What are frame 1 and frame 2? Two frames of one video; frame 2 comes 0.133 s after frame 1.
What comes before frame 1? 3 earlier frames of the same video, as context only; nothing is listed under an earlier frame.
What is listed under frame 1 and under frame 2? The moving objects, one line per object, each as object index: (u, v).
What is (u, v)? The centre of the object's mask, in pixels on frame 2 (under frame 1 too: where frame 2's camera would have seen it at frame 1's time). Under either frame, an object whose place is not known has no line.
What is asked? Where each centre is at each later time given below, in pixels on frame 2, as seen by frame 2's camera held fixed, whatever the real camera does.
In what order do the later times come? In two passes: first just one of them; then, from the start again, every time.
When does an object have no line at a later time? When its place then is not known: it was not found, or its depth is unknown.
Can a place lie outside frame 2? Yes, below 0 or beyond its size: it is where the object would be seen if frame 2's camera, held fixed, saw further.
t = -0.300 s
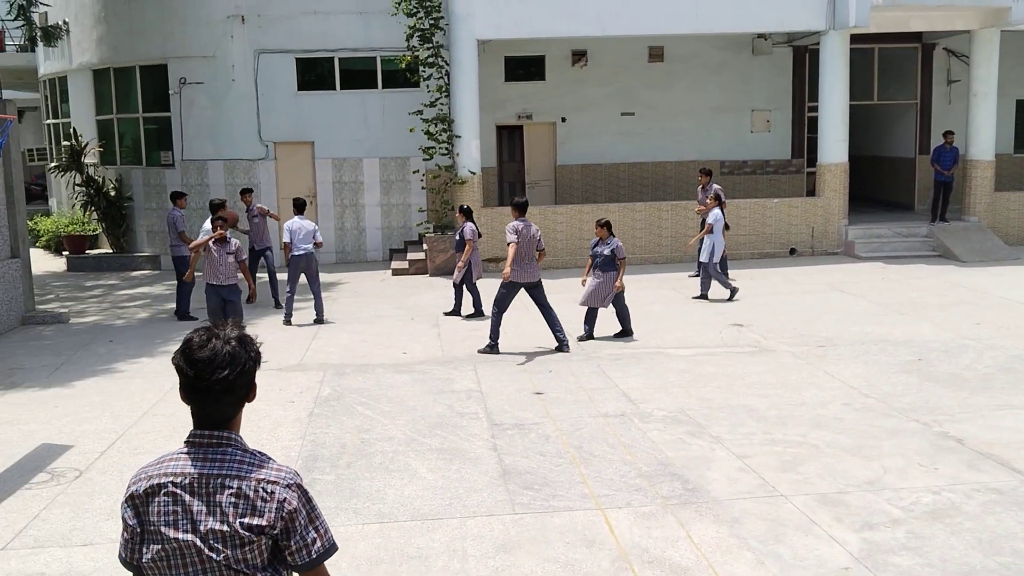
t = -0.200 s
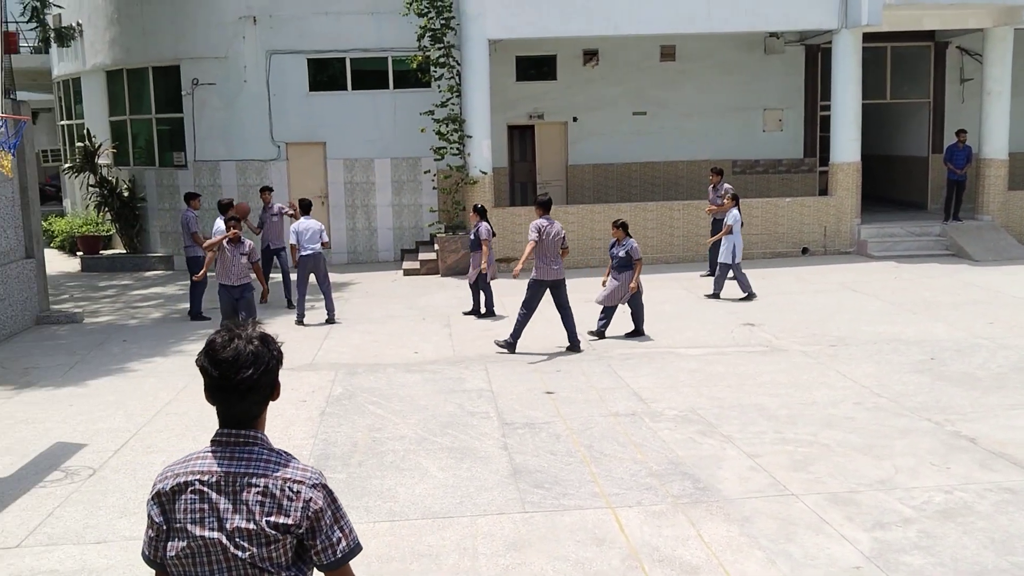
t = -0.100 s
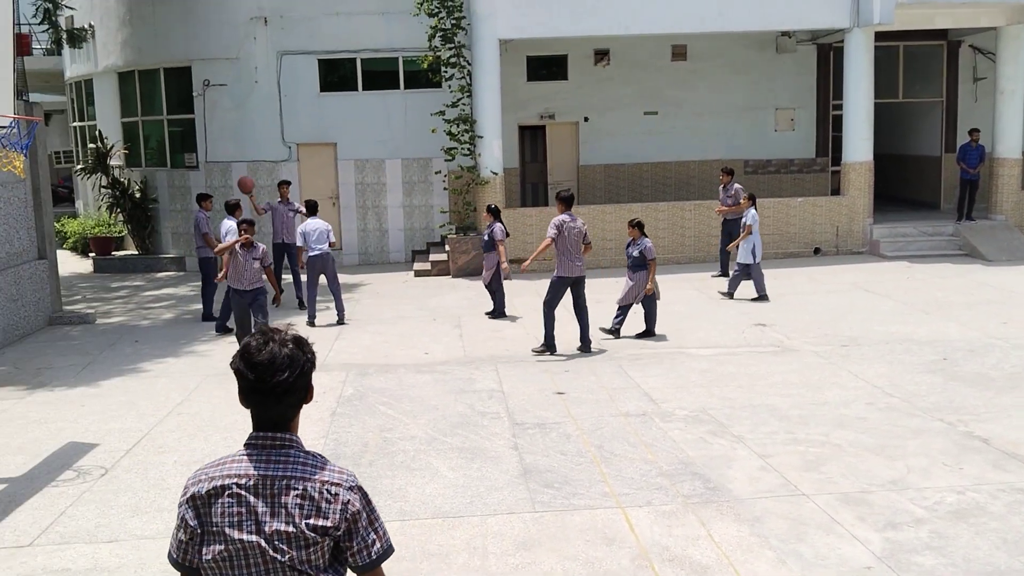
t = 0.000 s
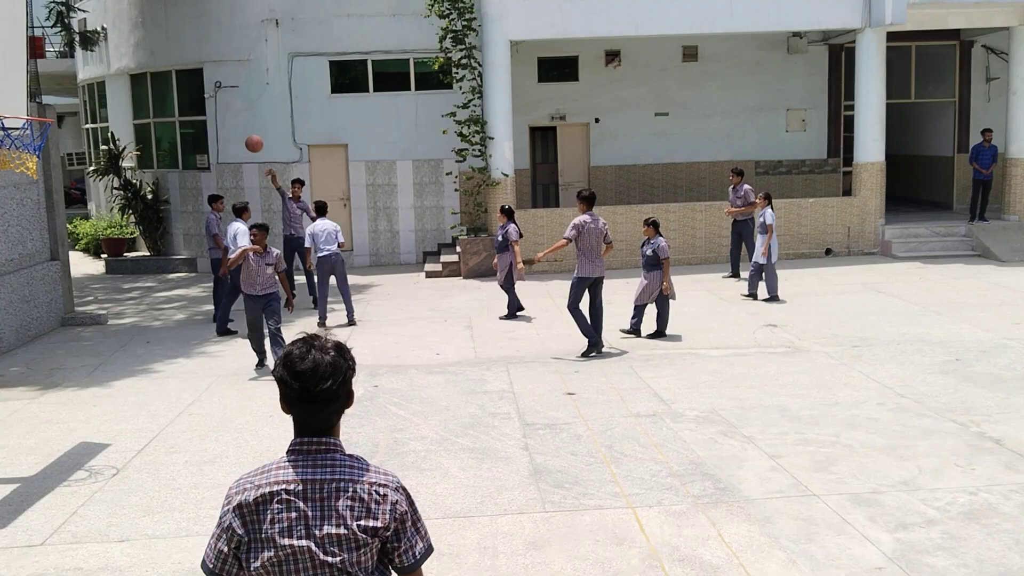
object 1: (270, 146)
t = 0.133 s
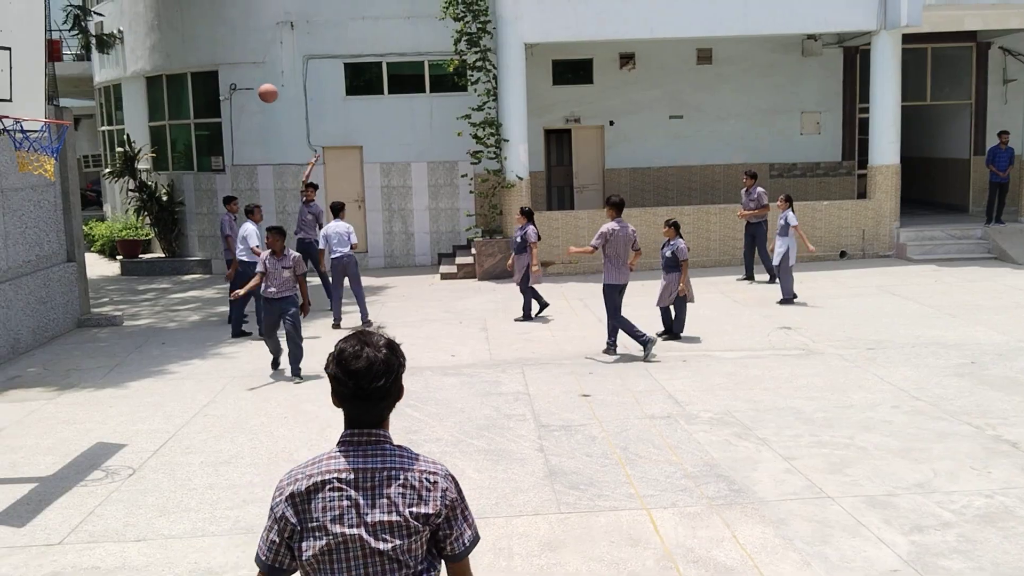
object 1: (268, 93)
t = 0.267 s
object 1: (266, 45)
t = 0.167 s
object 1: (268, 81)
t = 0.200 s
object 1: (267, 68)
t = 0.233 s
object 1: (267, 56)
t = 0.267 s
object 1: (266, 45)
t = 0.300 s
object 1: (266, 34)
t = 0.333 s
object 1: (266, 23)
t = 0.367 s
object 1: (266, 13)
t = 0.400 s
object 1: (266, 4)
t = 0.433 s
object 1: (266, -4)
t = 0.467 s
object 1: (267, -11)
